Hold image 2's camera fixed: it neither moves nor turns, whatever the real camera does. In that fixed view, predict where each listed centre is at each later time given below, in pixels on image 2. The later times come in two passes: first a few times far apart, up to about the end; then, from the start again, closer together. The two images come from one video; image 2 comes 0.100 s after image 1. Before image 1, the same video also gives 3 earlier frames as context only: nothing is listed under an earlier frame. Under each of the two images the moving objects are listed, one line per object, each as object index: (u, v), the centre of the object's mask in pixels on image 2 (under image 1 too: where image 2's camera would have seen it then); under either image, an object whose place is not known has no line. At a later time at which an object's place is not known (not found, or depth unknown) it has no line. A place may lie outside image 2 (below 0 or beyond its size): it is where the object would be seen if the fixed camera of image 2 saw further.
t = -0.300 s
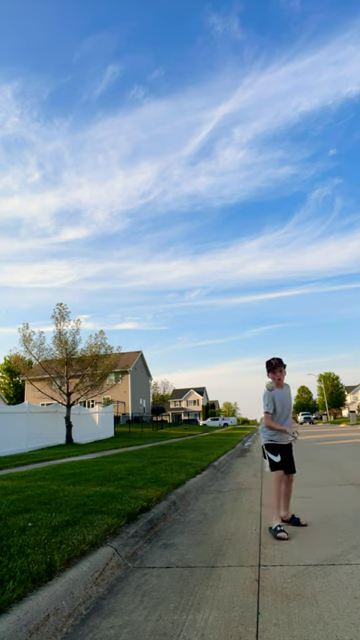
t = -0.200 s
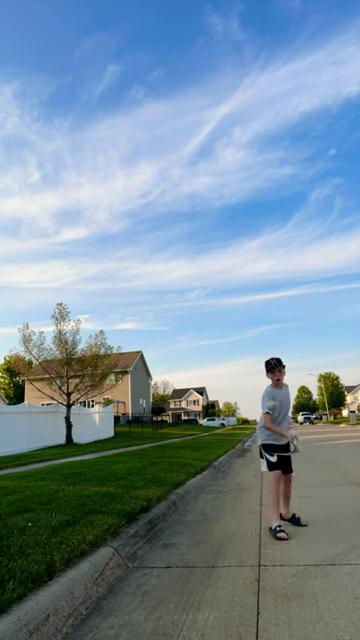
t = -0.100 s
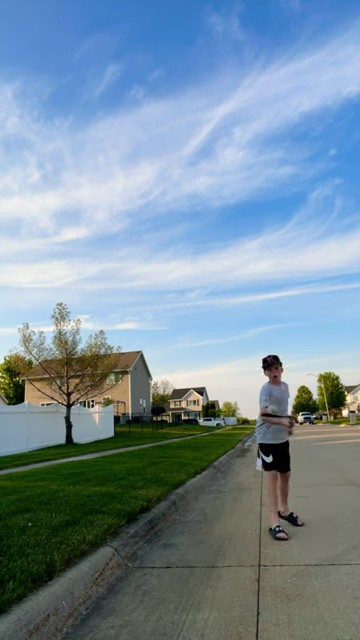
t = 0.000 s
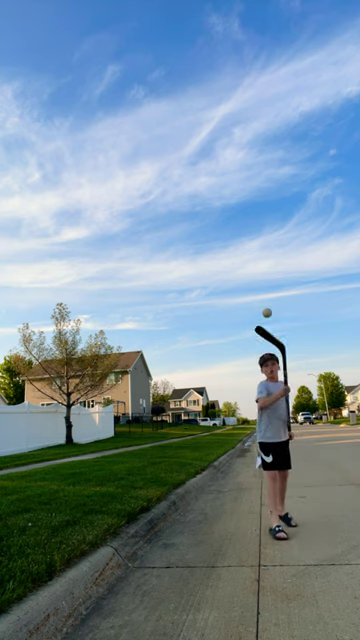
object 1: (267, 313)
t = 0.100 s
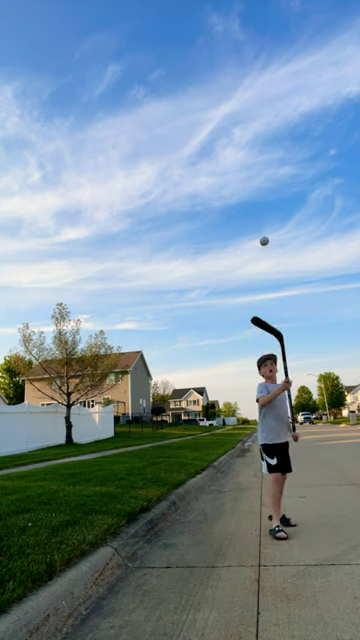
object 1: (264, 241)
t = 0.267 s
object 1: (263, 163)
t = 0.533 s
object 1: (268, 116)
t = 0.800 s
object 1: (282, 144)
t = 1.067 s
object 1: (305, 244)
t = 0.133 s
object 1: (263, 222)
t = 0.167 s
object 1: (263, 204)
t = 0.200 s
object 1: (263, 188)
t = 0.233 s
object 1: (263, 175)
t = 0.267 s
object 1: (263, 163)
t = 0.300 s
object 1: (263, 152)
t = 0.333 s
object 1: (263, 143)
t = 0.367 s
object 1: (264, 135)
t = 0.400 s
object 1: (265, 129)
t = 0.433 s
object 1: (265, 124)
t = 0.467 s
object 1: (266, 120)
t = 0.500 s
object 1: (267, 117)
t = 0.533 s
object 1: (268, 116)
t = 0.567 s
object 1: (269, 115)
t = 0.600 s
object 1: (271, 116)
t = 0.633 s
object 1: (272, 118)
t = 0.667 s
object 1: (274, 121)
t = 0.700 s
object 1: (276, 125)
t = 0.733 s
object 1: (278, 130)
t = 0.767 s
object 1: (279, 136)
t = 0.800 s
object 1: (282, 144)
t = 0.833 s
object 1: (284, 152)
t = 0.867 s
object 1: (286, 161)
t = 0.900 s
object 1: (289, 172)
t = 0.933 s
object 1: (292, 184)
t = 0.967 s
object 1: (295, 197)
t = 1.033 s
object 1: (301, 228)
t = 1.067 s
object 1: (305, 244)
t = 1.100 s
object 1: (308, 263)
